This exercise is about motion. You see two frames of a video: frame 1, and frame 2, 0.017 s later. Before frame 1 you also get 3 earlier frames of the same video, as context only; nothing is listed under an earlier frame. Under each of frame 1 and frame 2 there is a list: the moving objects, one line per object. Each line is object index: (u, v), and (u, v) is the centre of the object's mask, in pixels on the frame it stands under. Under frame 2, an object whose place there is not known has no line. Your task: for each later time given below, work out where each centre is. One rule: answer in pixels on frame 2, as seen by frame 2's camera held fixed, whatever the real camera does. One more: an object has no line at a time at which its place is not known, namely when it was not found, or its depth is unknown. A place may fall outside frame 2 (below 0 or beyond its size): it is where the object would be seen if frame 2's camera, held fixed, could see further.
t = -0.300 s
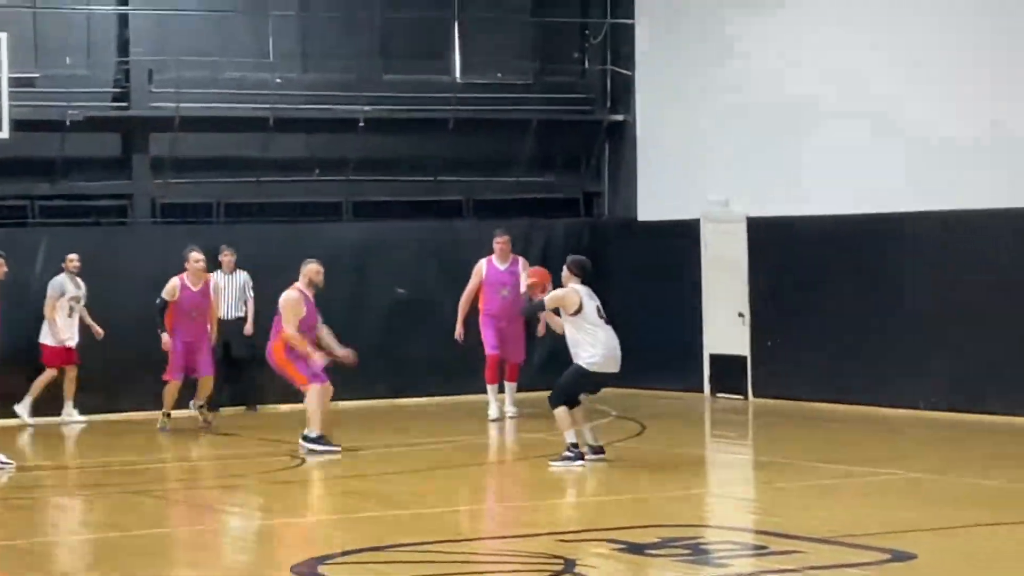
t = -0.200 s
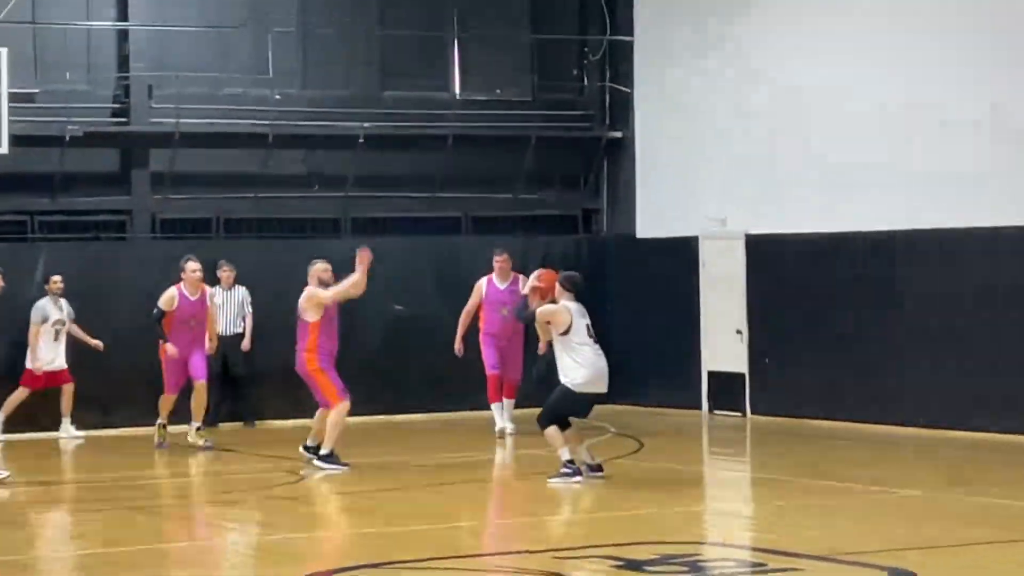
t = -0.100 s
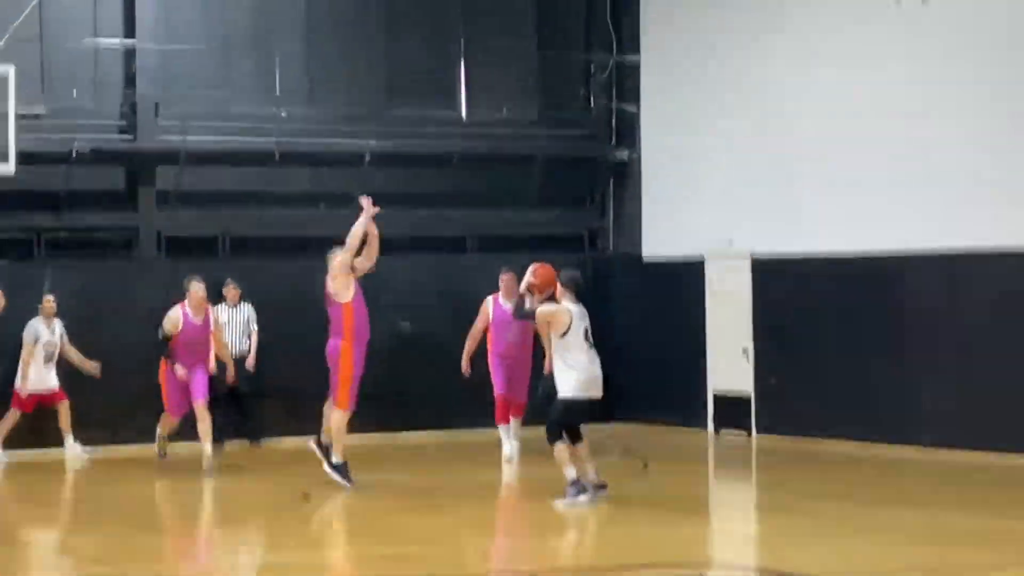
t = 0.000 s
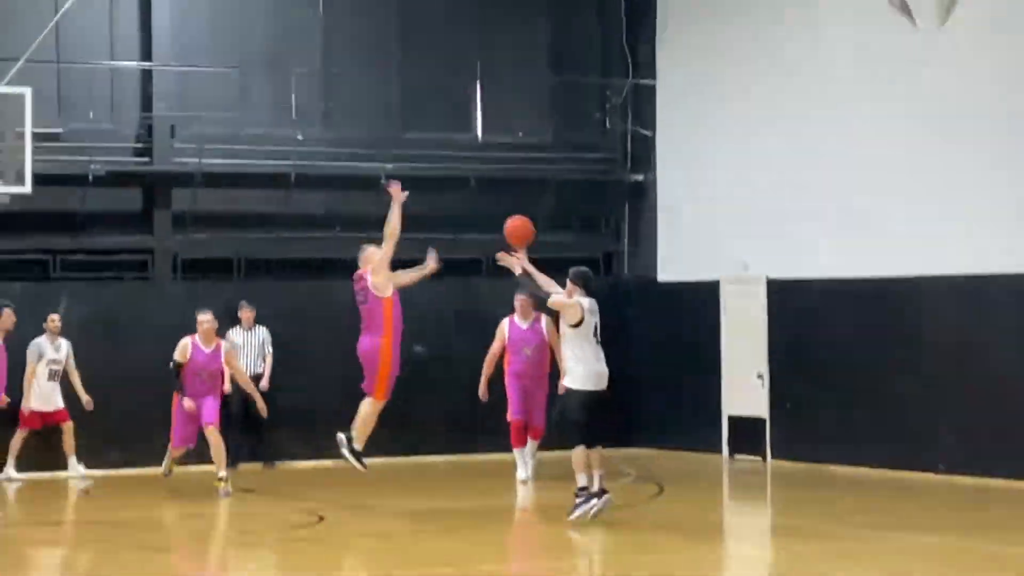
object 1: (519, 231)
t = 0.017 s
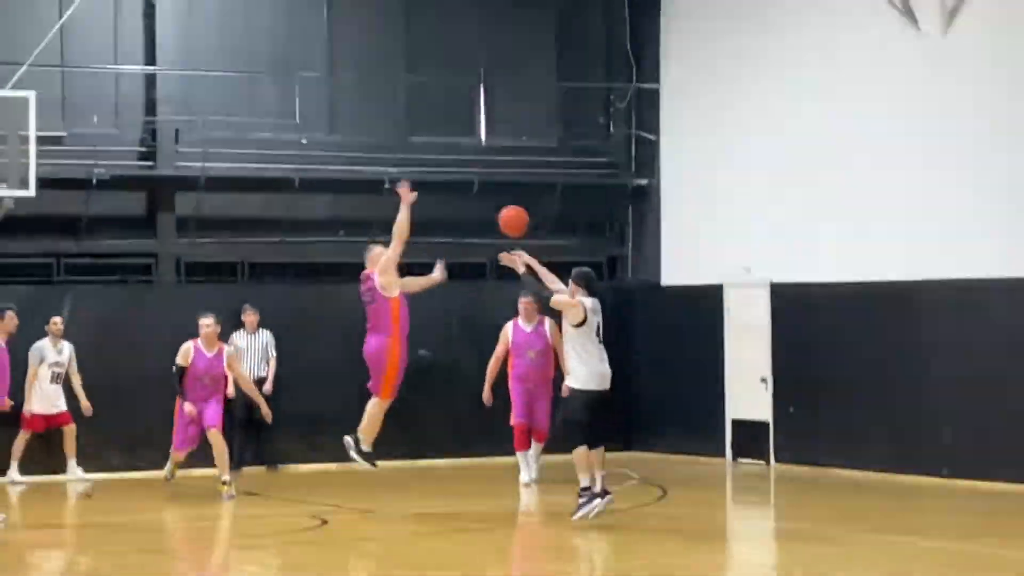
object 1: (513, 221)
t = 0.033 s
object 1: (504, 204)
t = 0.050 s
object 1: (495, 191)
